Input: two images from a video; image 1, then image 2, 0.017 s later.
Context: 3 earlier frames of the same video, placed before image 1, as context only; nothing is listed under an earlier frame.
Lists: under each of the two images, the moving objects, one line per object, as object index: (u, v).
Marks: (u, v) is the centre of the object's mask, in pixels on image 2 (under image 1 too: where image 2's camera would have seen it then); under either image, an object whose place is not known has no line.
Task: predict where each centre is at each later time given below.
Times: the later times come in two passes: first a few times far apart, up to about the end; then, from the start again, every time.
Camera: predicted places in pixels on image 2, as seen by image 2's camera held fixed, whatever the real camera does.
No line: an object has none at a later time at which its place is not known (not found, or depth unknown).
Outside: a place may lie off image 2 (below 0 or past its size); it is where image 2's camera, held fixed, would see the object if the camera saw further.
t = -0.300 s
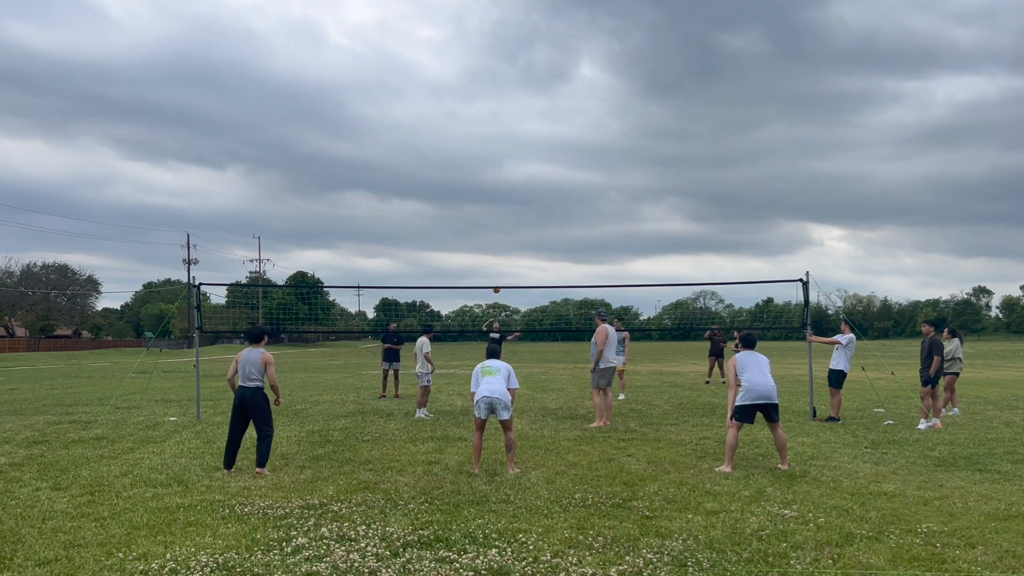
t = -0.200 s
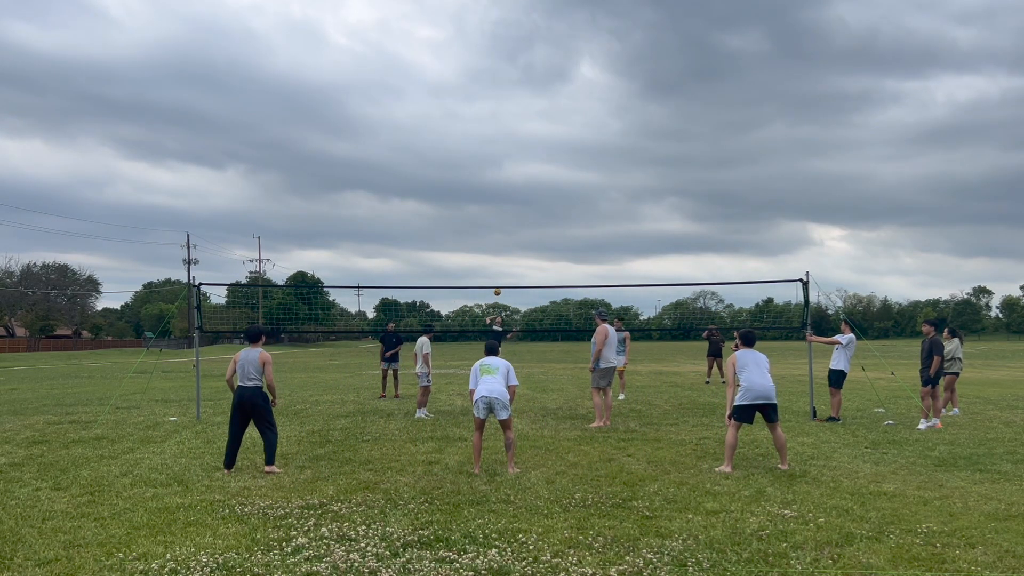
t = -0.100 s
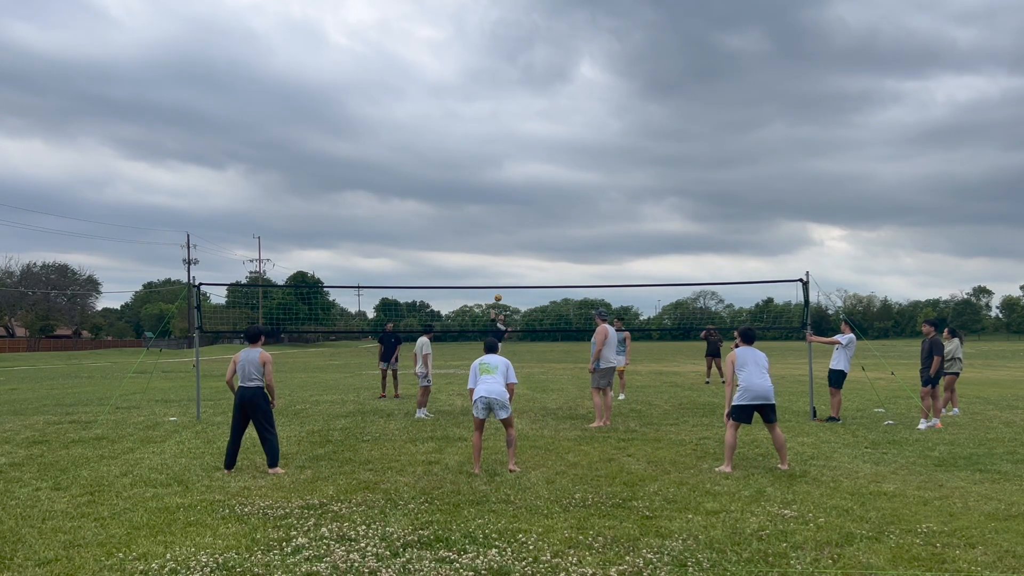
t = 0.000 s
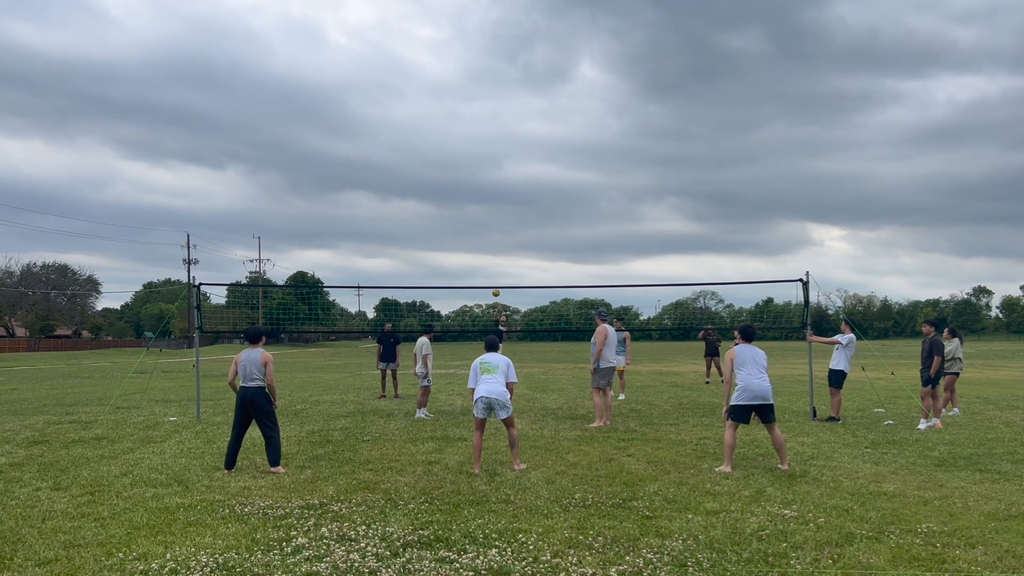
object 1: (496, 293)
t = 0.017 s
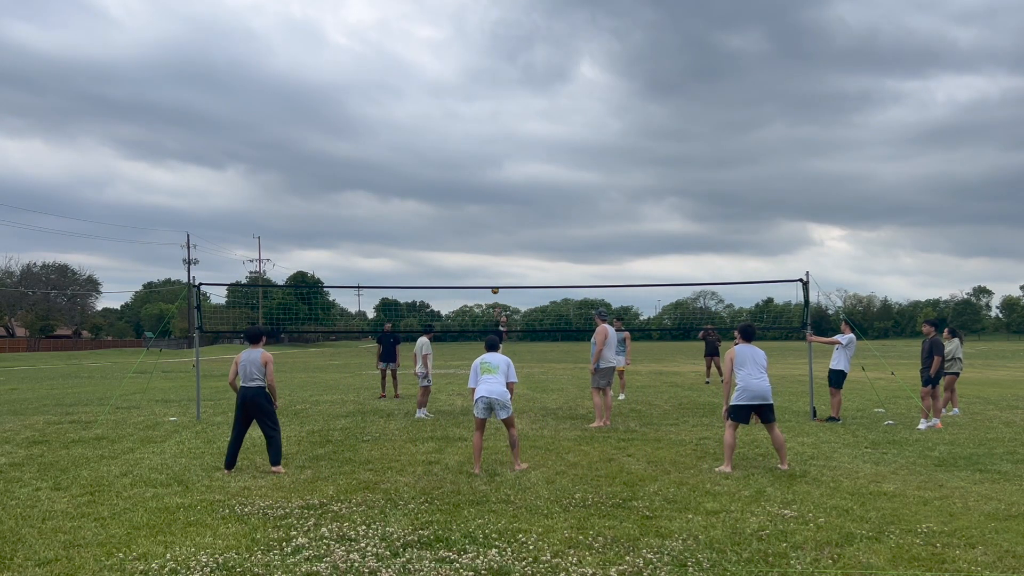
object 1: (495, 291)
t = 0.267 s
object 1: (483, 257)
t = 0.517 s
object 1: (465, 241)
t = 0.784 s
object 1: (444, 265)
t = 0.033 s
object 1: (494, 287)
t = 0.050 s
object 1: (493, 284)
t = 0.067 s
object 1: (492, 282)
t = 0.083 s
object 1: (491, 280)
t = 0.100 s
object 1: (491, 277)
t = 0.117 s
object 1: (490, 275)
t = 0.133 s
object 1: (489, 273)
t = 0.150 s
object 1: (488, 271)
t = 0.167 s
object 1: (488, 269)
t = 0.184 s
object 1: (487, 266)
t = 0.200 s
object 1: (486, 264)
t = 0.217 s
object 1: (485, 263)
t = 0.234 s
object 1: (484, 261)
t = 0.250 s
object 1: (484, 259)
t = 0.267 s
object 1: (483, 257)
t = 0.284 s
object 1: (482, 256)
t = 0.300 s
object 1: (481, 254)
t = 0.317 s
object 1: (480, 252)
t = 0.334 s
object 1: (479, 251)
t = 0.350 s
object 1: (477, 250)
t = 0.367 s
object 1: (476, 248)
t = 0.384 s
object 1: (475, 247)
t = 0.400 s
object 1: (474, 246)
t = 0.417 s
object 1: (473, 245)
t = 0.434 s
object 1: (472, 244)
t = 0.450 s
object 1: (470, 243)
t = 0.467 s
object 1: (469, 242)
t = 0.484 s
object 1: (467, 242)
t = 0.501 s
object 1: (466, 242)
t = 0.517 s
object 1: (465, 241)
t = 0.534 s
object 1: (463, 242)
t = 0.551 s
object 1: (462, 242)
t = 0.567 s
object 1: (460, 242)
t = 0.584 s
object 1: (459, 243)
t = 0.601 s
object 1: (458, 244)
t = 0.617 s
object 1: (456, 245)
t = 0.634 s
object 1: (455, 246)
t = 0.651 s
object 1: (454, 247)
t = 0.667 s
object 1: (453, 249)
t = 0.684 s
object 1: (451, 250)
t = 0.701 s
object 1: (450, 252)
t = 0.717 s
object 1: (449, 254)
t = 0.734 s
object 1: (447, 257)
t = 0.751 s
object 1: (446, 259)
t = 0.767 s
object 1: (445, 262)
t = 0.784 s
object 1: (444, 265)
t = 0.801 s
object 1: (442, 268)
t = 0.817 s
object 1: (441, 272)
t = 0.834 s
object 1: (439, 275)
